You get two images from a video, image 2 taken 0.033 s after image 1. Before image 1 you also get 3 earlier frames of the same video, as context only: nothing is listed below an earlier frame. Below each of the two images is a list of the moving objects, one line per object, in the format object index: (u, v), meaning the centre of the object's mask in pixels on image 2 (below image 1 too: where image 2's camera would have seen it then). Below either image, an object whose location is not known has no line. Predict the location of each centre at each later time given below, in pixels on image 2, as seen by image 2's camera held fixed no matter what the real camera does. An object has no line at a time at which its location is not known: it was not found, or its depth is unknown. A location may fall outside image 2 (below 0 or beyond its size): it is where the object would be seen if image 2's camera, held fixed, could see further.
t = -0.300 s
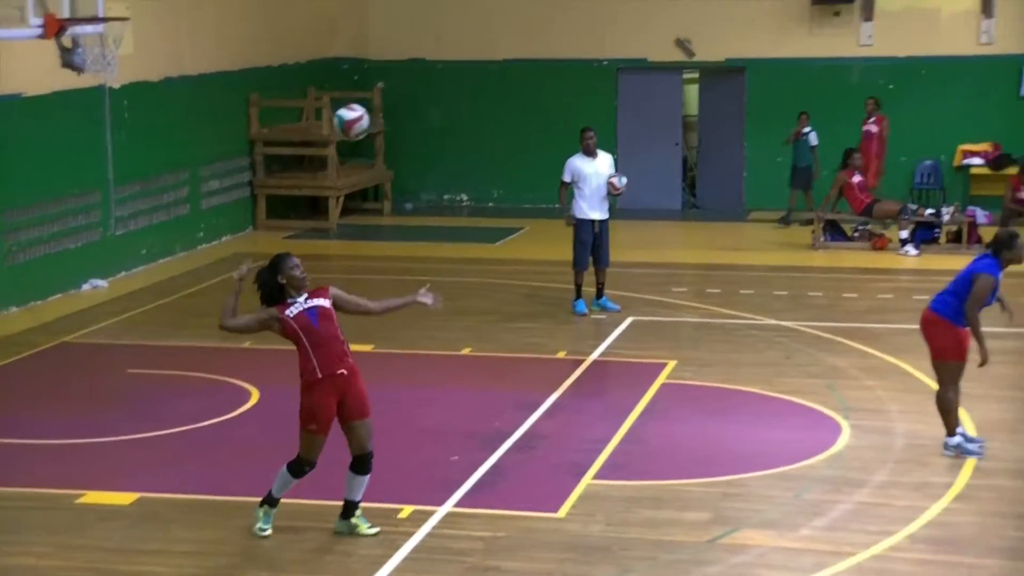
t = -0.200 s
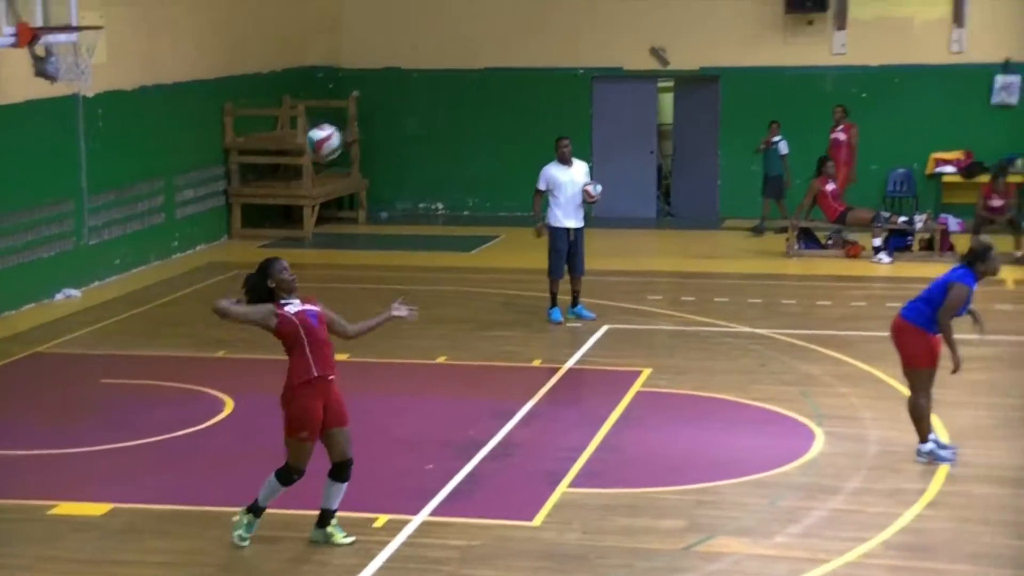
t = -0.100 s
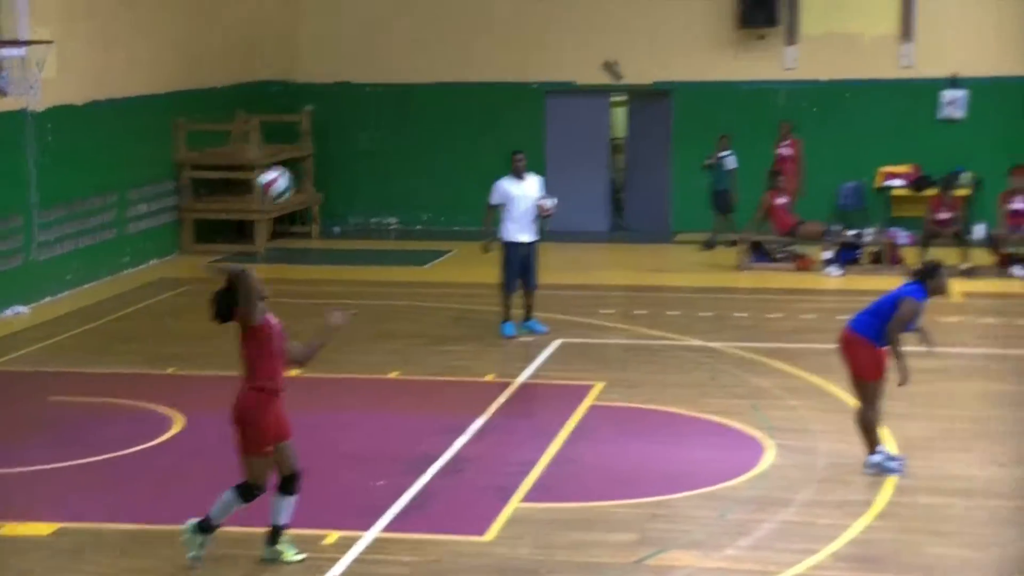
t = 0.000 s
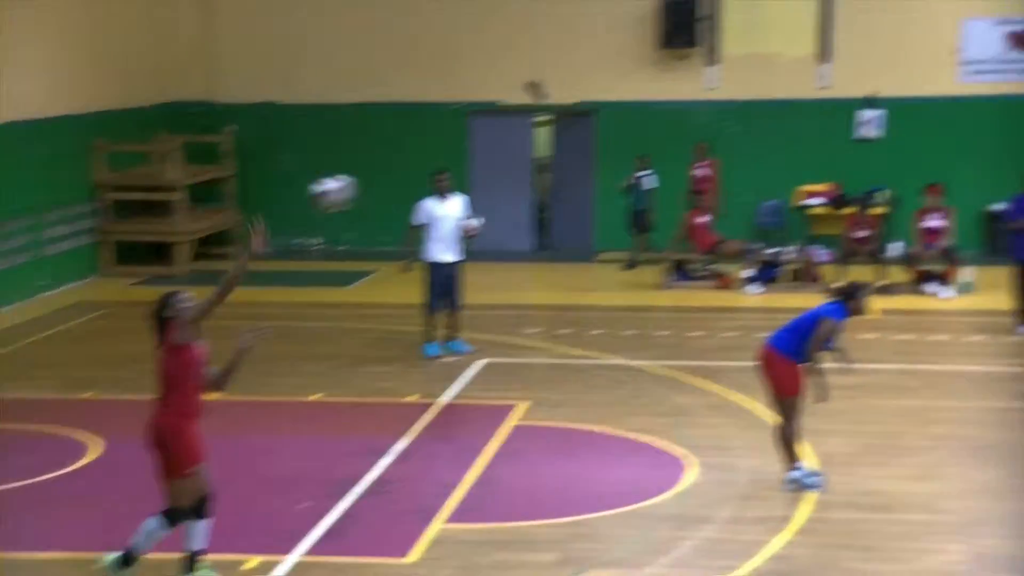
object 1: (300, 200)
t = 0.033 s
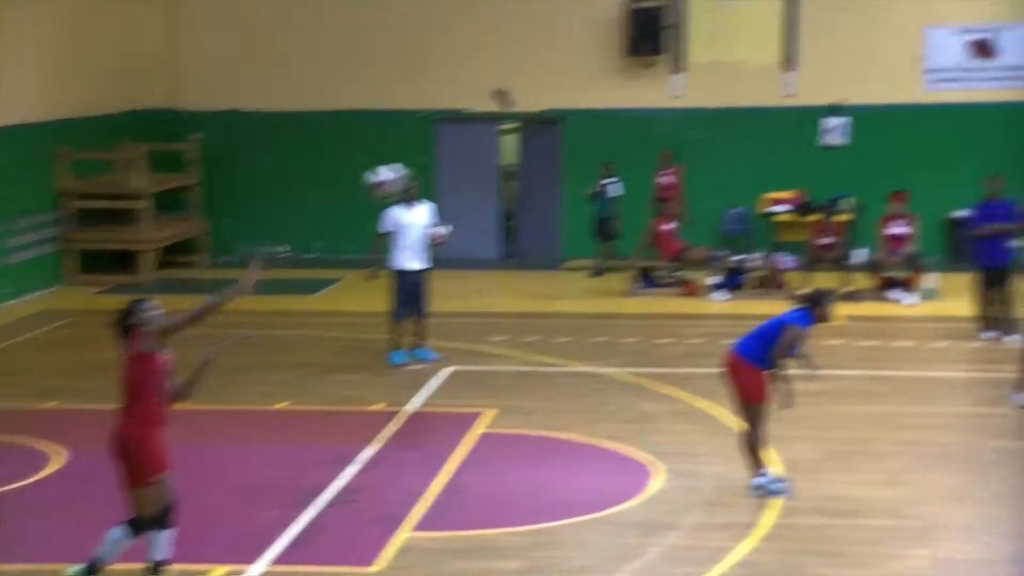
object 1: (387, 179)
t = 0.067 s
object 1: (475, 161)
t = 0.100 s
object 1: (562, 146)
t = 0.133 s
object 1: (649, 130)
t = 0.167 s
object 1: (736, 116)
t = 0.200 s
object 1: (826, 104)
